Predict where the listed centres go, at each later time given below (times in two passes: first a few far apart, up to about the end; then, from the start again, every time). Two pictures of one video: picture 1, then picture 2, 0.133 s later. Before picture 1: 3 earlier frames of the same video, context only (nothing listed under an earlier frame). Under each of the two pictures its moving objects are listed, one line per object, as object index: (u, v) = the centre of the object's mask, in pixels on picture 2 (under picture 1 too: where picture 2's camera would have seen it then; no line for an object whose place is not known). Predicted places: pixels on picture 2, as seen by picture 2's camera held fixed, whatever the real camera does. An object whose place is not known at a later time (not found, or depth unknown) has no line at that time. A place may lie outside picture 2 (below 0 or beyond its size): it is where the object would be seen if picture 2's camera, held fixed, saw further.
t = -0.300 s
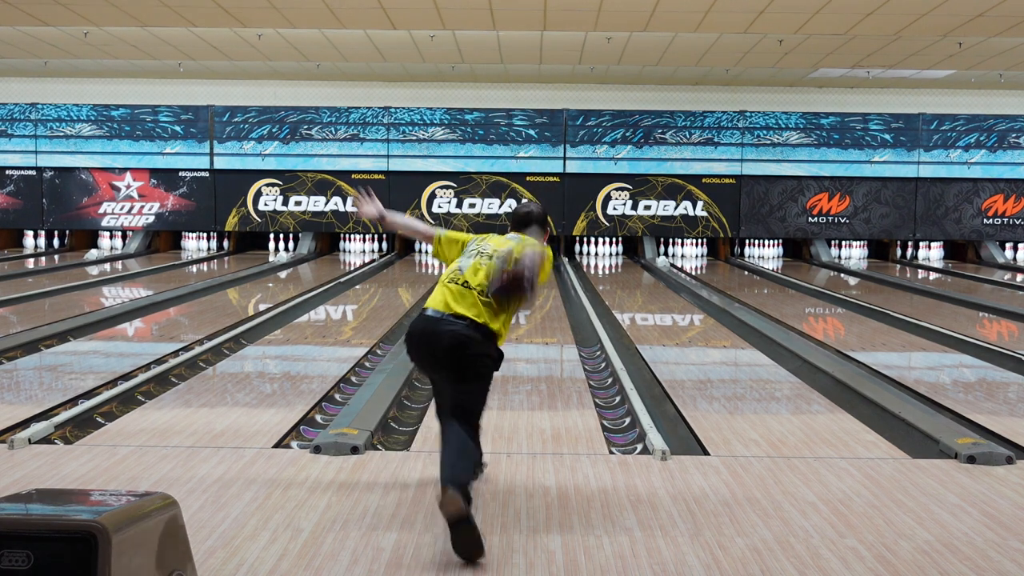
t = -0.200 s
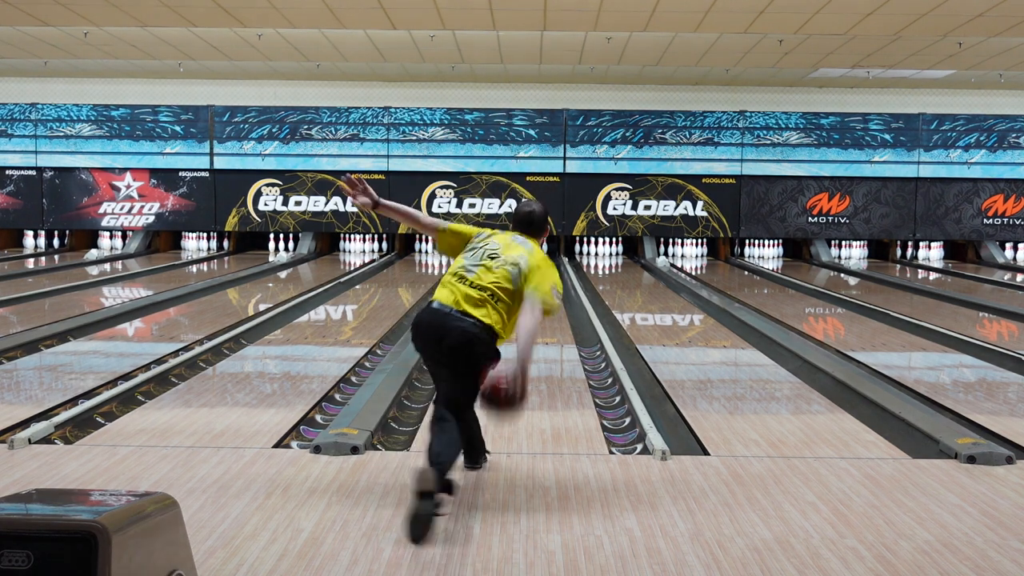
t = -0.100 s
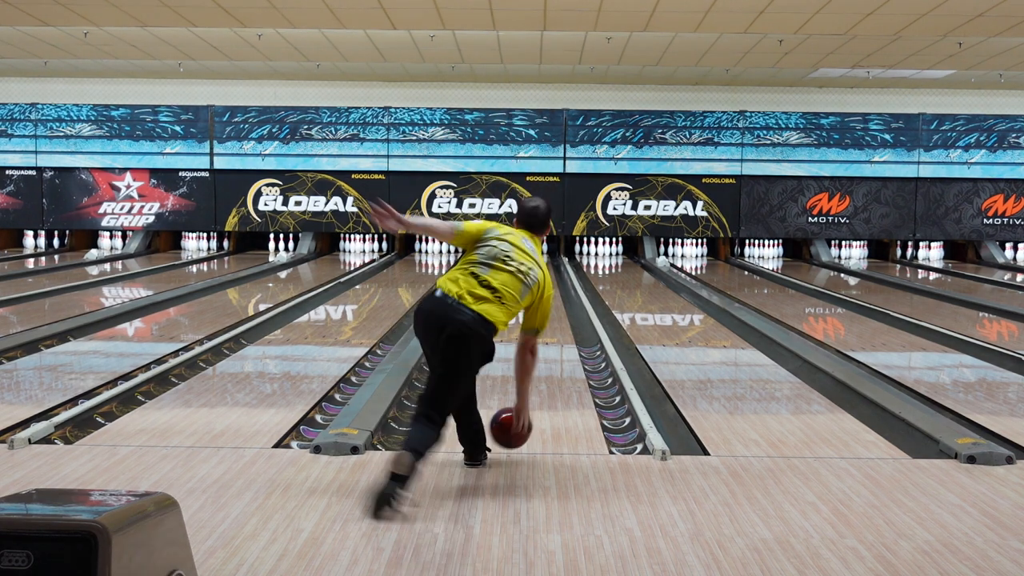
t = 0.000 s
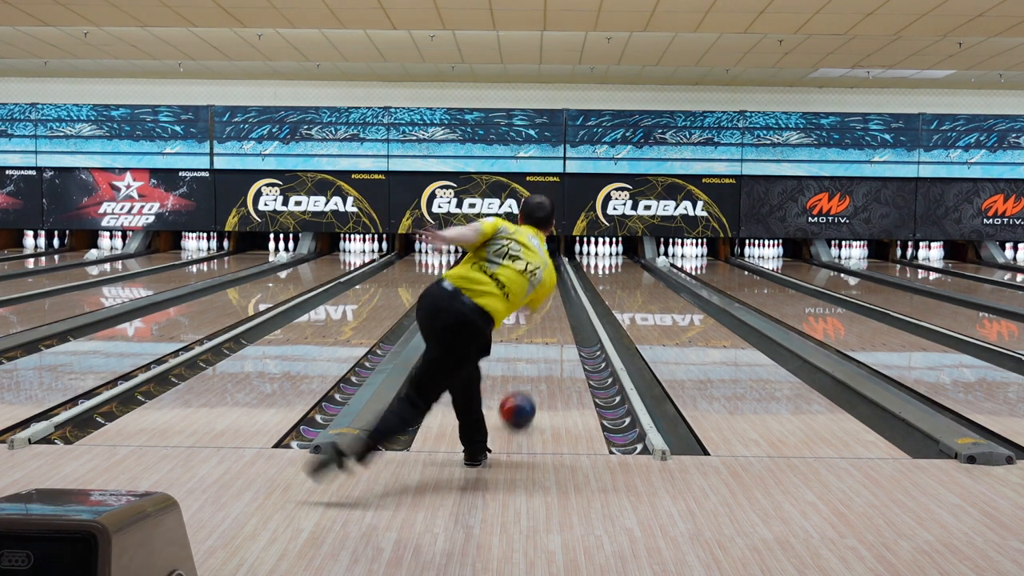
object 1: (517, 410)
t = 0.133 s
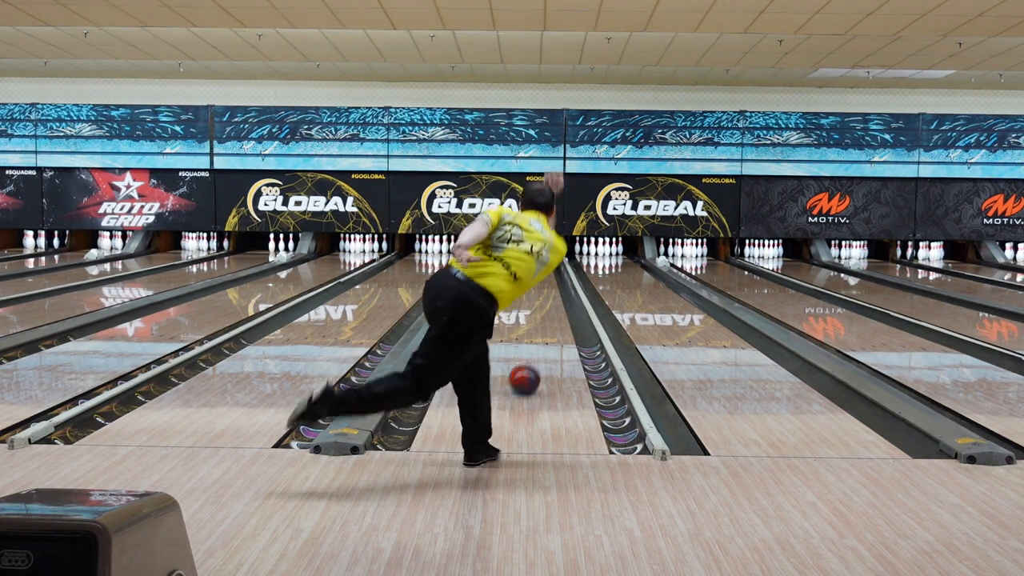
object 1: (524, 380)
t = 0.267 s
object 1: (529, 356)
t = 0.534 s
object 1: (536, 323)
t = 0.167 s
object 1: (526, 373)
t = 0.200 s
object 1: (527, 367)
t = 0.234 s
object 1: (528, 362)
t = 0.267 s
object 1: (529, 356)
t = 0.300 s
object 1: (530, 351)
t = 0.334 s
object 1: (531, 347)
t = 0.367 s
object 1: (532, 342)
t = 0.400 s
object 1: (533, 338)
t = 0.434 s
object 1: (534, 334)
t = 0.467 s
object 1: (535, 330)
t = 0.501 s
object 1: (535, 327)
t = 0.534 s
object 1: (536, 323)
